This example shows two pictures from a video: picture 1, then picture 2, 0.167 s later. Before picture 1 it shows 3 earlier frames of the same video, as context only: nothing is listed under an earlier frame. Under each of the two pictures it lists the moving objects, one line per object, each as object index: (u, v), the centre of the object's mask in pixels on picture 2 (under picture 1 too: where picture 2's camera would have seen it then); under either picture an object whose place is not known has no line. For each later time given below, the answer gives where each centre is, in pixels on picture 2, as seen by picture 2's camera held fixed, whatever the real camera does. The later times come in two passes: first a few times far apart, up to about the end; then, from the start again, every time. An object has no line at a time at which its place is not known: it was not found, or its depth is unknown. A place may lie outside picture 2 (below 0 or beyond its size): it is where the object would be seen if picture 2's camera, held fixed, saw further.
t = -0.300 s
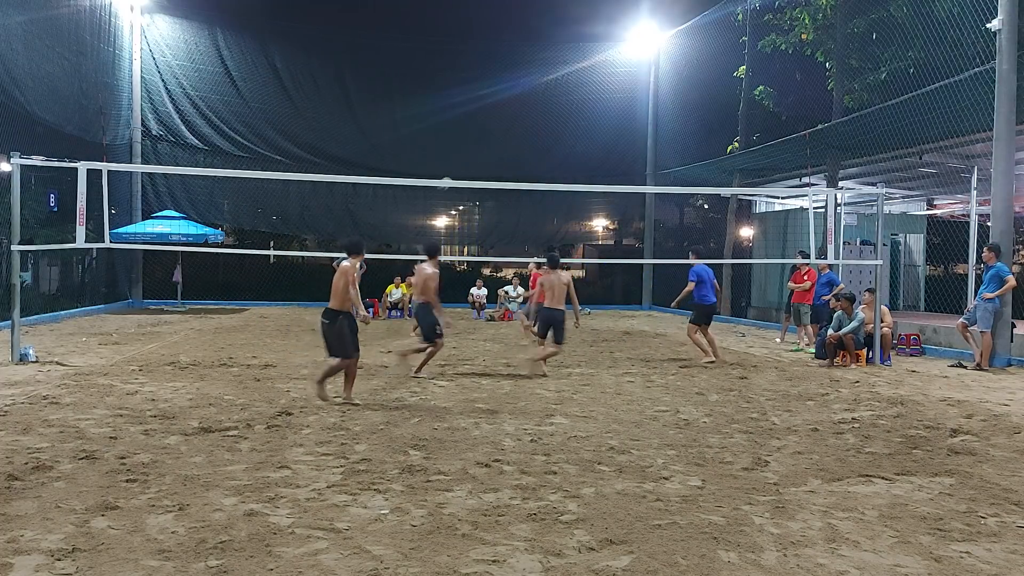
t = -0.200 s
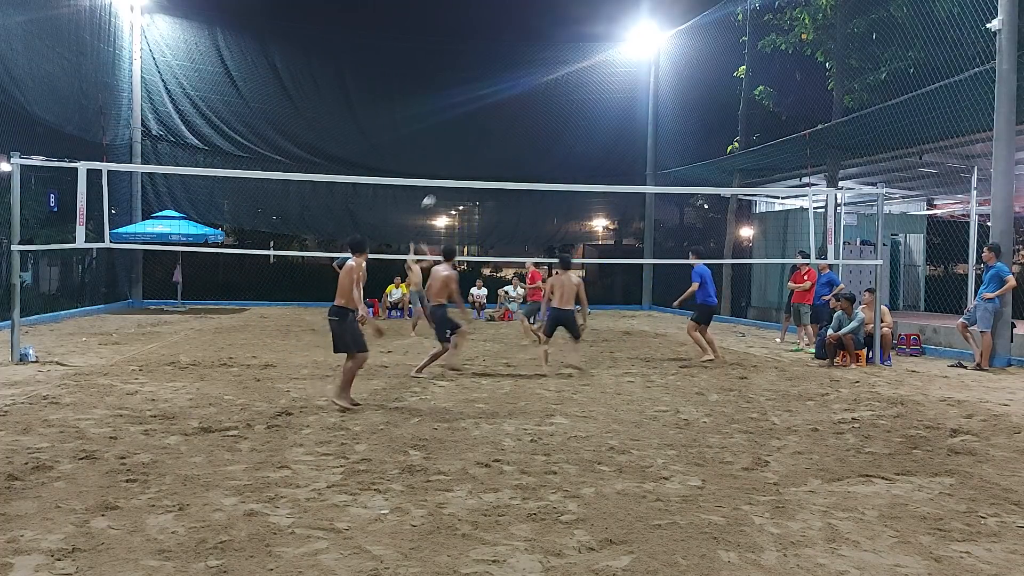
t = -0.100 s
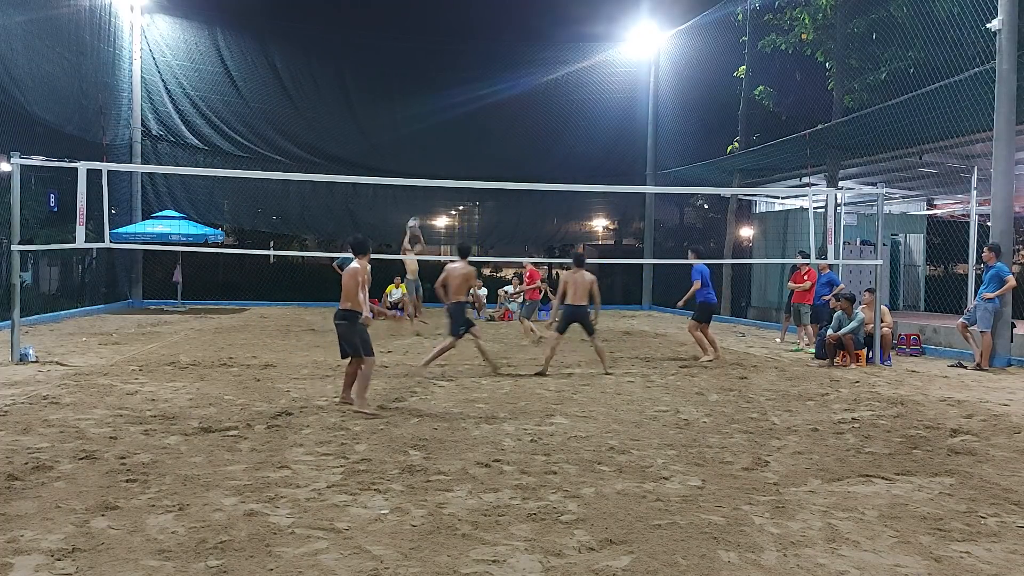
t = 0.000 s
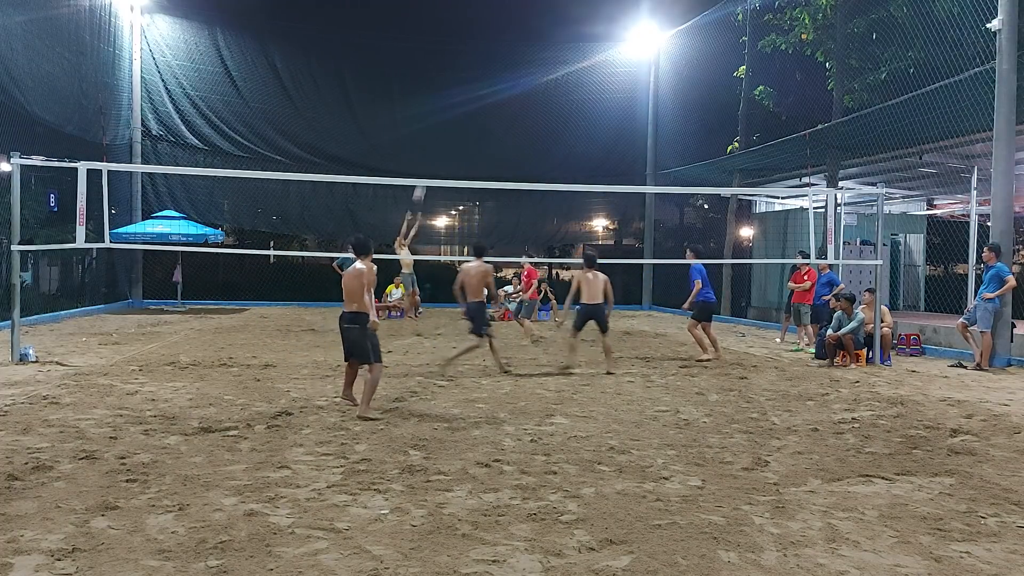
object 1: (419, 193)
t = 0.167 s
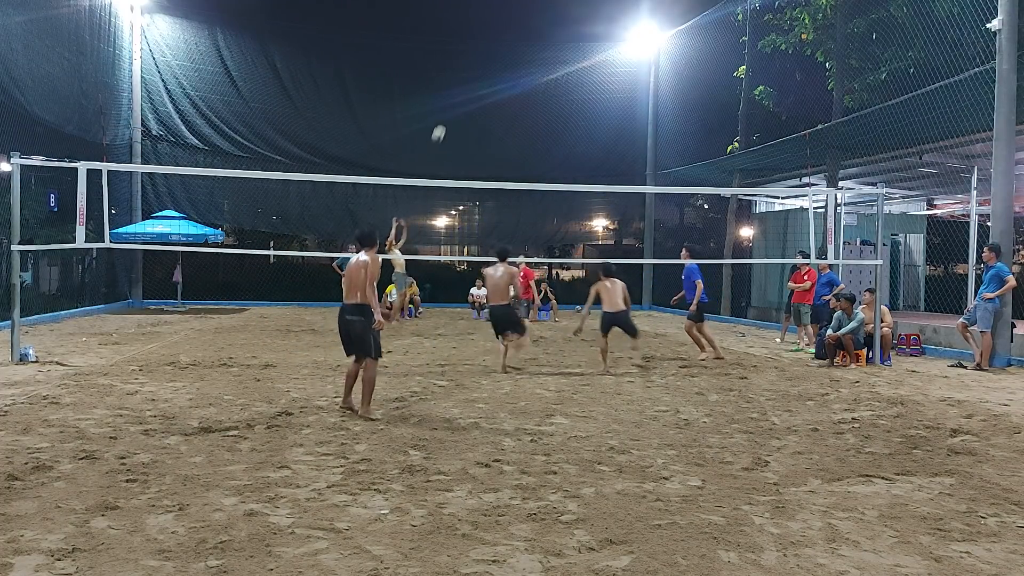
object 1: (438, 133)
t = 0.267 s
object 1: (451, 104)
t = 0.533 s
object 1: (484, 53)
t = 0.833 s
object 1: (523, 45)
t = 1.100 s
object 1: (558, 85)
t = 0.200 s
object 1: (442, 122)
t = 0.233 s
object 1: (446, 113)
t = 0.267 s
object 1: (451, 104)
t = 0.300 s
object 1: (455, 96)
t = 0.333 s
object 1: (459, 88)
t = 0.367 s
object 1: (463, 80)
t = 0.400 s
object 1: (467, 74)
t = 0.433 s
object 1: (471, 68)
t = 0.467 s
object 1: (476, 62)
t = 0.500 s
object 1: (480, 57)
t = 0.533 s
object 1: (484, 53)
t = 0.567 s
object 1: (488, 47)
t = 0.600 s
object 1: (492, 46)
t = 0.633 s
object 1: (497, 45)
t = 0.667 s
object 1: (501, 43)
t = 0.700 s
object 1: (505, 42)
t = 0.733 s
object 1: (510, 42)
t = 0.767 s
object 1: (514, 43)
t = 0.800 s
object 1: (518, 44)
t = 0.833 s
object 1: (523, 45)
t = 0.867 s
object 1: (527, 48)
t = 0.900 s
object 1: (531, 51)
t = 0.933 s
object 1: (536, 55)
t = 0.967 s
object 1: (540, 60)
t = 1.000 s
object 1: (545, 65)
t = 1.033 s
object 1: (549, 71)
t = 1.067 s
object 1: (553, 77)
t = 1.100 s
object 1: (558, 85)
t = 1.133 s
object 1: (562, 94)
